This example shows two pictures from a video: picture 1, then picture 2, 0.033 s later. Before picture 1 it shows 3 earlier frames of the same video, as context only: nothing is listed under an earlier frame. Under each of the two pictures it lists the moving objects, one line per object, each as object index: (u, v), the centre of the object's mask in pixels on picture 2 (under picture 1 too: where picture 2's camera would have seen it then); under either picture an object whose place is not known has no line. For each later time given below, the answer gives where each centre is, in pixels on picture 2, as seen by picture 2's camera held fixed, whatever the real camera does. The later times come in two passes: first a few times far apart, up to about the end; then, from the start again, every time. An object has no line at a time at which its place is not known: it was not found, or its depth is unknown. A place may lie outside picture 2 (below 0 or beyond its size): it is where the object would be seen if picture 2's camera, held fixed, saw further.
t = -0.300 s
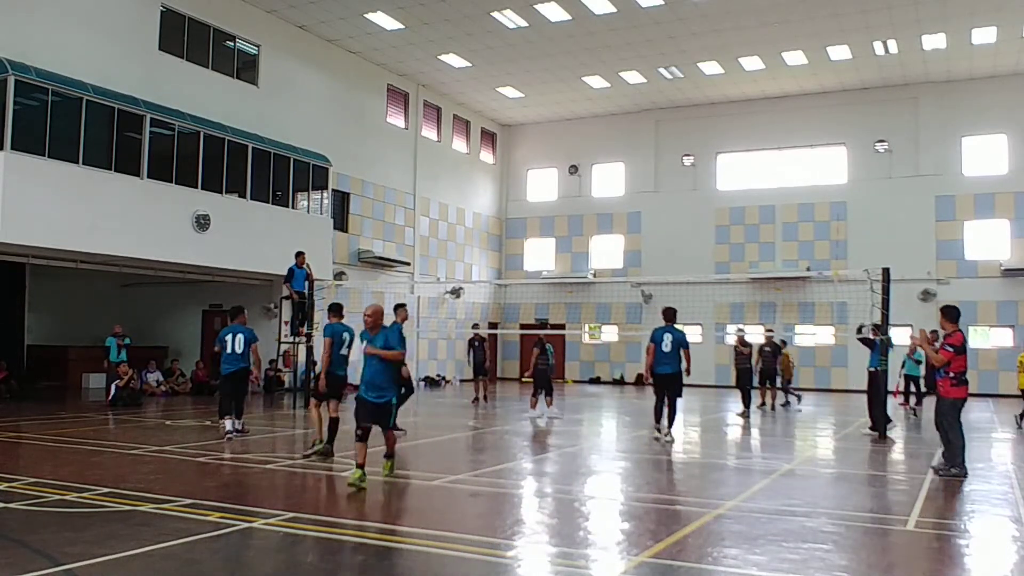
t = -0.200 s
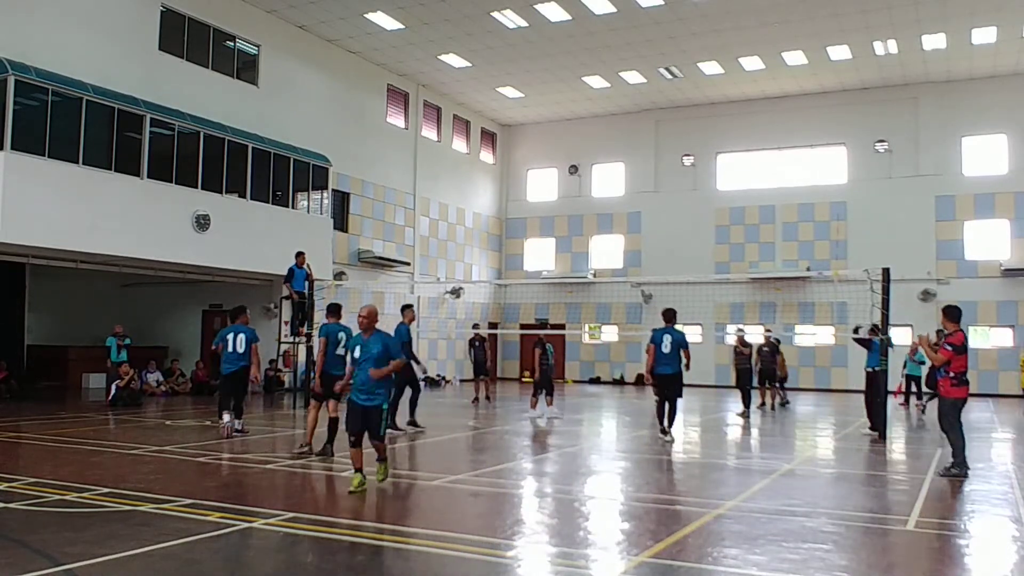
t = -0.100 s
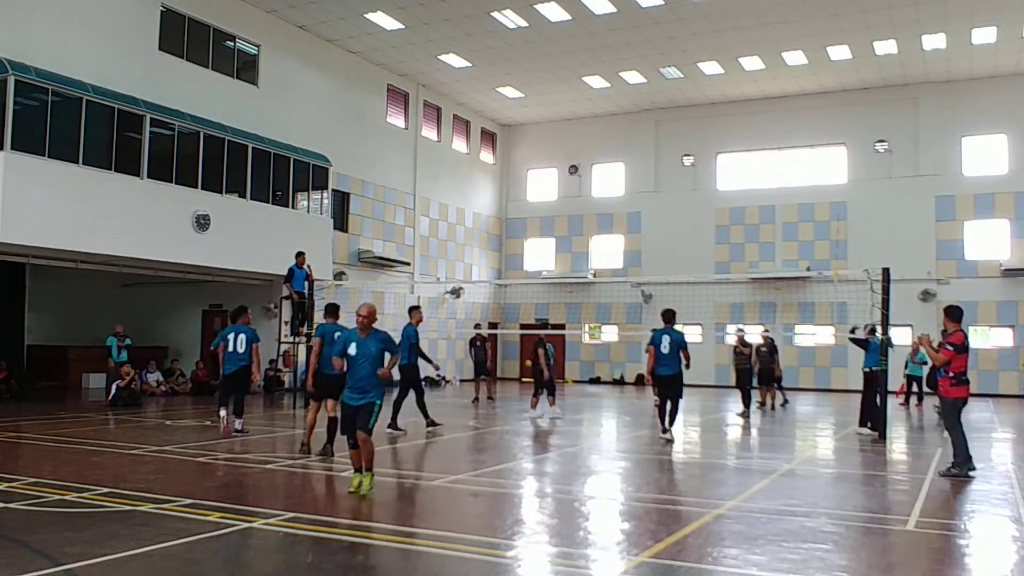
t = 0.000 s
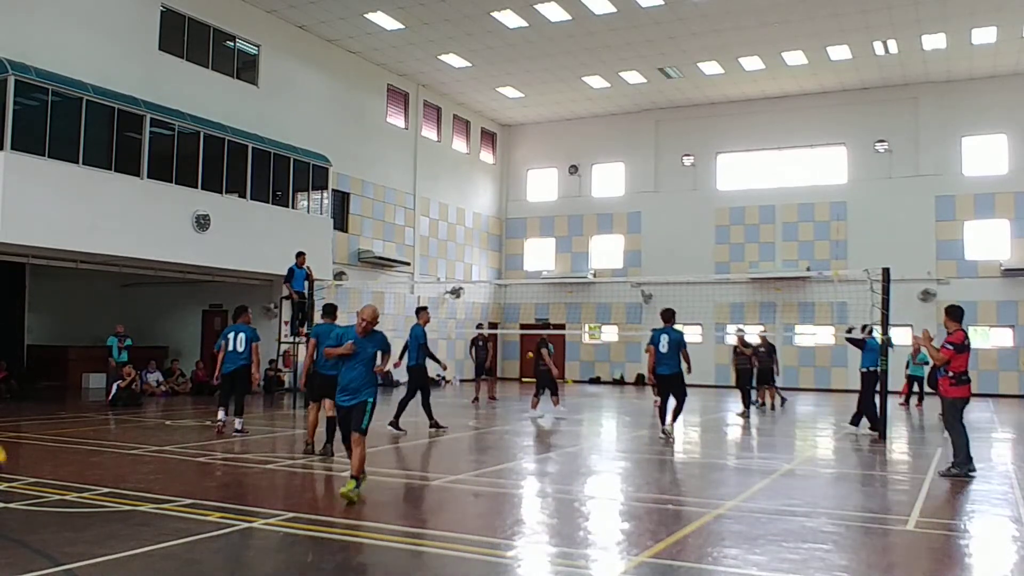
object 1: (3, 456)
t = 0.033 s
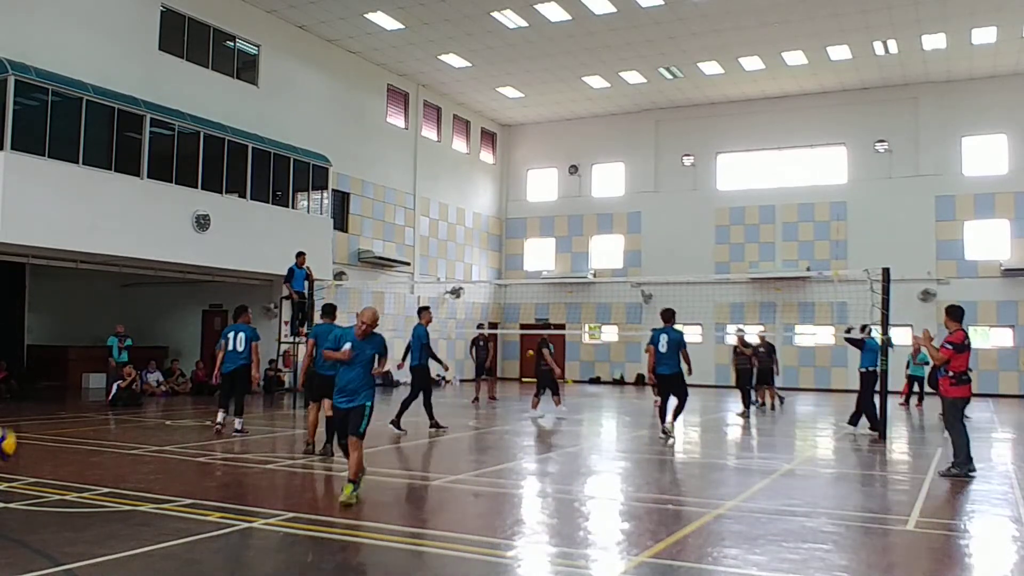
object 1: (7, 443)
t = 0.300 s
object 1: (72, 378)
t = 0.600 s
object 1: (161, 455)
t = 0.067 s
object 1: (11, 430)
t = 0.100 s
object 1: (16, 417)
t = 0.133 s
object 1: (23, 405)
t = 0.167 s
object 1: (32, 396)
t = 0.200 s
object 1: (43, 389)
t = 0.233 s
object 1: (52, 383)
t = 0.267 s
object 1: (63, 379)
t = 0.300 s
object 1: (72, 378)
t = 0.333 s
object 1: (82, 377)
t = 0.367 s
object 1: (92, 380)
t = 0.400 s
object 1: (102, 384)
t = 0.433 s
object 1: (112, 391)
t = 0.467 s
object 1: (121, 399)
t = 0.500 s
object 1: (131, 410)
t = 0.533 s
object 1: (141, 422)
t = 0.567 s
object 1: (151, 438)
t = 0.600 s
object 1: (161, 455)
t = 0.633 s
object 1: (172, 475)
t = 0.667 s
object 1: (180, 497)
